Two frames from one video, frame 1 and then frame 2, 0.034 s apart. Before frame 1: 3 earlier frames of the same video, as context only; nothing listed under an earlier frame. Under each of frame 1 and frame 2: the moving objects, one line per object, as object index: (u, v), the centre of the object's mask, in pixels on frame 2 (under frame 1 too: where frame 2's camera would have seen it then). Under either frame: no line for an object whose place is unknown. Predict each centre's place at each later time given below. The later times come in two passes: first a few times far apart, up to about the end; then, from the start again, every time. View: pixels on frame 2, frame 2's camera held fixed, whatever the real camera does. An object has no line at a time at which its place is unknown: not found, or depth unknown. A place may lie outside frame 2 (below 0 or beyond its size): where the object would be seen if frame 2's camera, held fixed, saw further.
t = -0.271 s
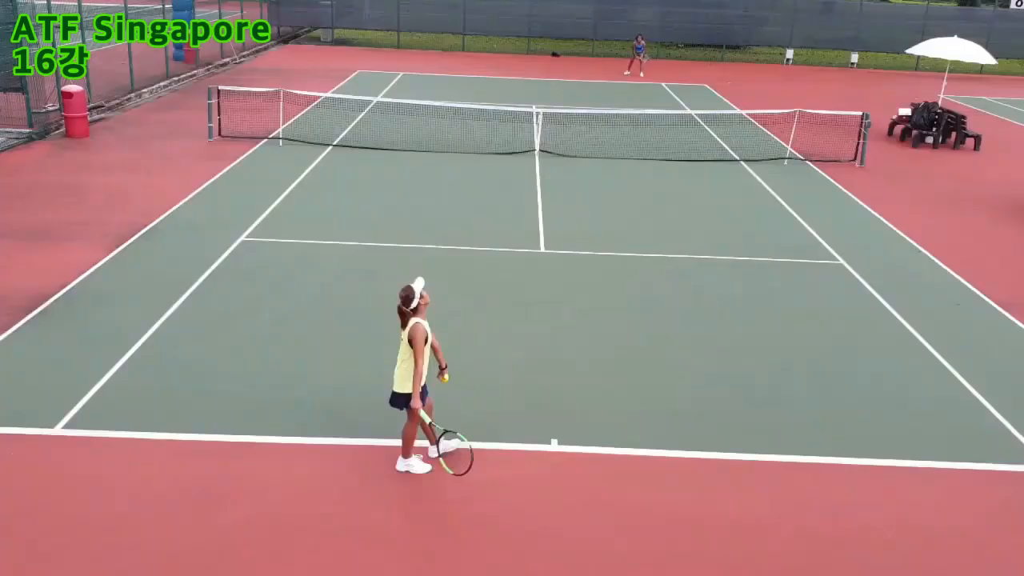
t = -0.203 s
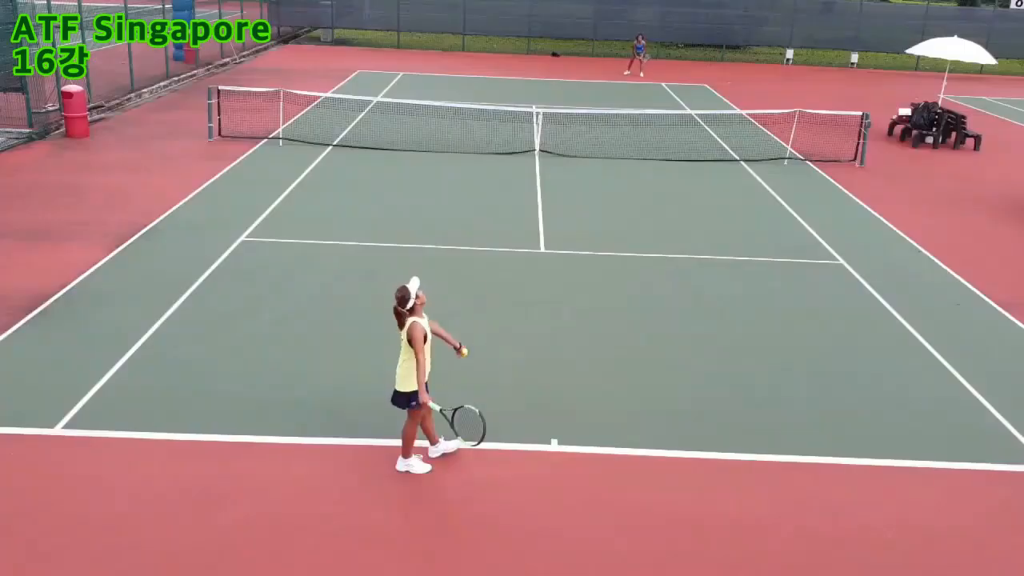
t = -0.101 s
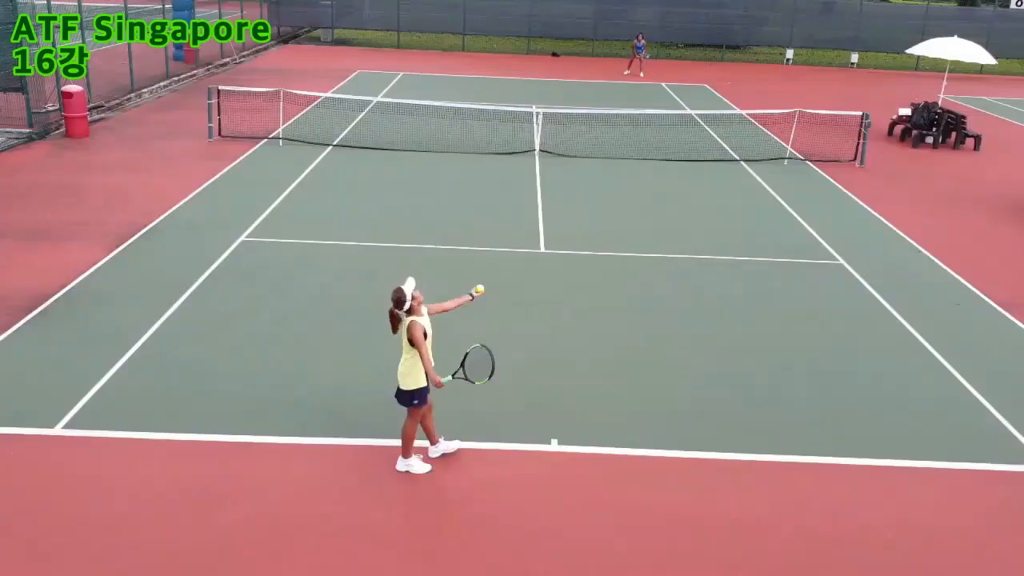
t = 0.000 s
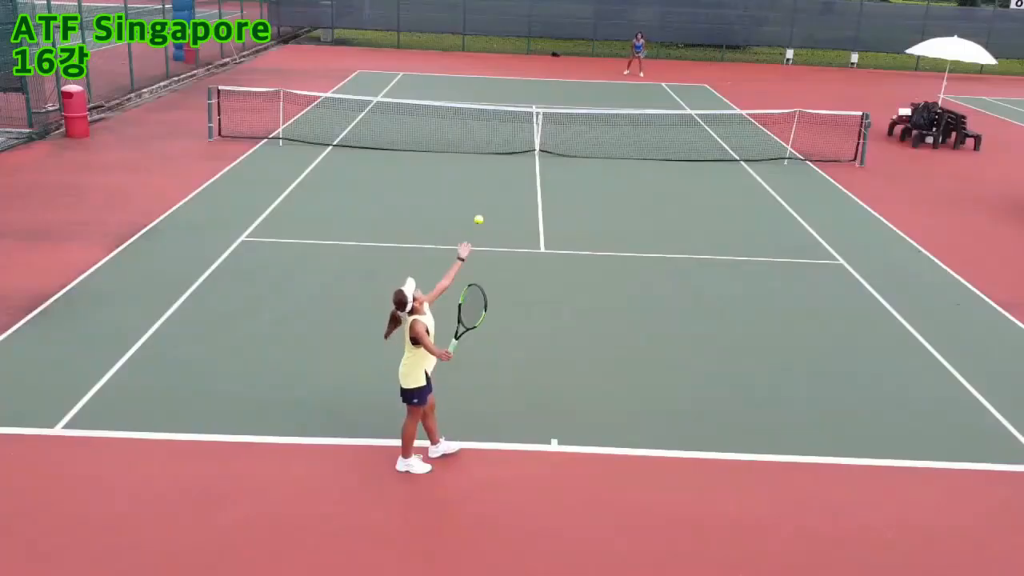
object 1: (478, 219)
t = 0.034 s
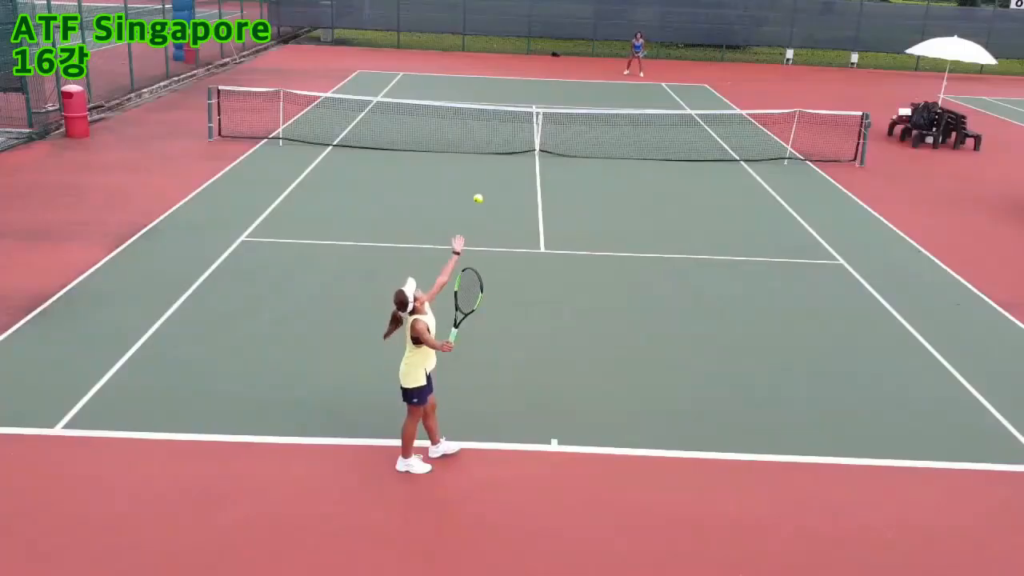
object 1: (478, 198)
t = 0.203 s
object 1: (474, 108)
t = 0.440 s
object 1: (466, 32)
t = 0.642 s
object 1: (457, 26)
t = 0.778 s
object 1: (451, 53)
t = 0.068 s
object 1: (477, 178)
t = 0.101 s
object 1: (477, 158)
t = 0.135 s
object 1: (476, 141)
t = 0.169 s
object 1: (474, 123)
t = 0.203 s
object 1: (474, 108)
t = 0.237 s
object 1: (473, 92)
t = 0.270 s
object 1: (472, 79)
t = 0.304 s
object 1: (471, 66)
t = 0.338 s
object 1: (469, 56)
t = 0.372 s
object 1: (468, 46)
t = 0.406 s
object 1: (467, 38)
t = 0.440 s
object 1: (466, 32)
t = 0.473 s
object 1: (464, 27)
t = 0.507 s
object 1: (463, 24)
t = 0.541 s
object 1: (462, 22)
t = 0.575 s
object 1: (460, 21)
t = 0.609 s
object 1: (459, 23)
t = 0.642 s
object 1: (457, 26)
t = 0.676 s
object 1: (456, 30)
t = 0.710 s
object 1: (454, 36)
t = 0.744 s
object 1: (453, 44)
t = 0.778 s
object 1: (451, 53)
